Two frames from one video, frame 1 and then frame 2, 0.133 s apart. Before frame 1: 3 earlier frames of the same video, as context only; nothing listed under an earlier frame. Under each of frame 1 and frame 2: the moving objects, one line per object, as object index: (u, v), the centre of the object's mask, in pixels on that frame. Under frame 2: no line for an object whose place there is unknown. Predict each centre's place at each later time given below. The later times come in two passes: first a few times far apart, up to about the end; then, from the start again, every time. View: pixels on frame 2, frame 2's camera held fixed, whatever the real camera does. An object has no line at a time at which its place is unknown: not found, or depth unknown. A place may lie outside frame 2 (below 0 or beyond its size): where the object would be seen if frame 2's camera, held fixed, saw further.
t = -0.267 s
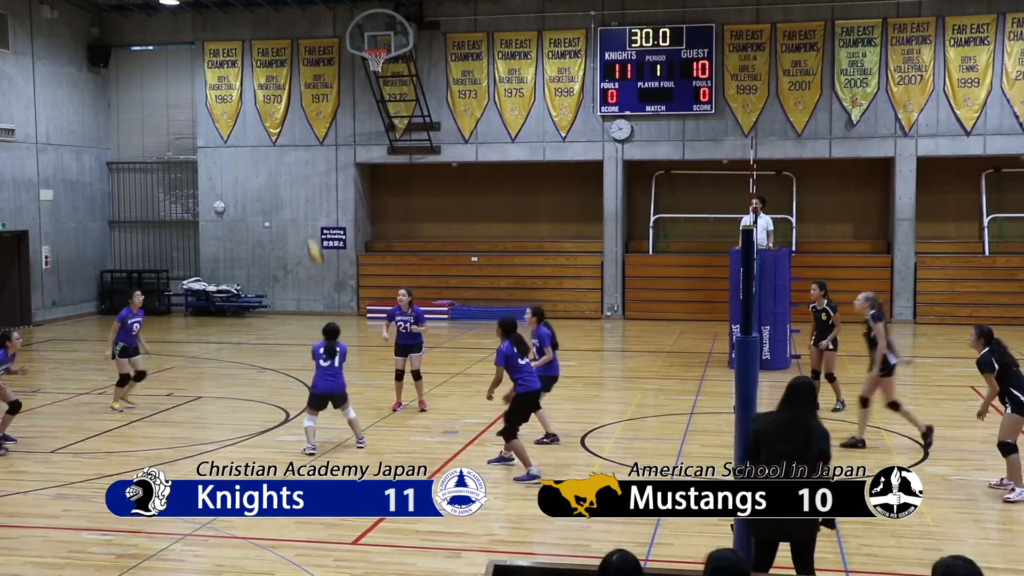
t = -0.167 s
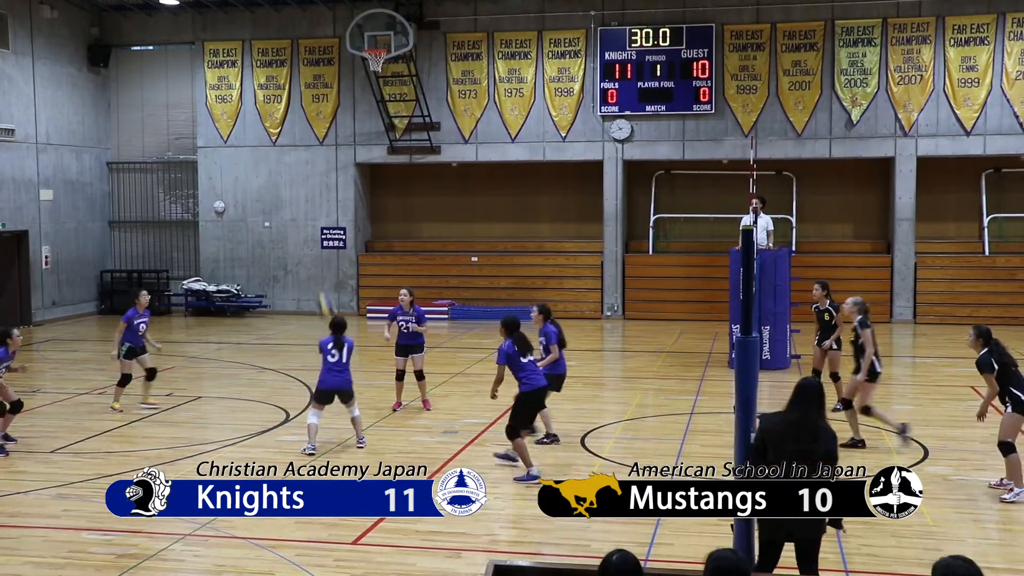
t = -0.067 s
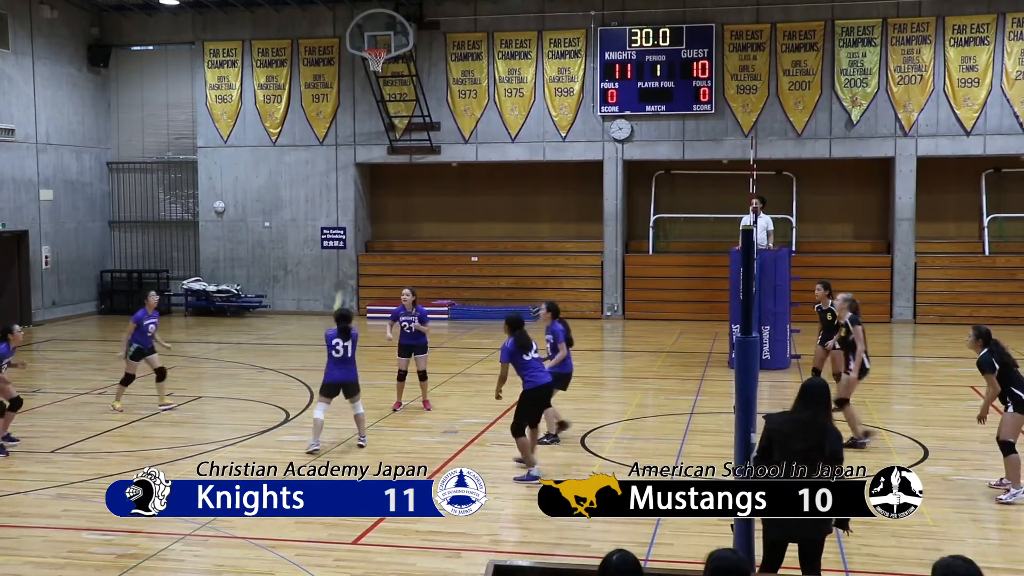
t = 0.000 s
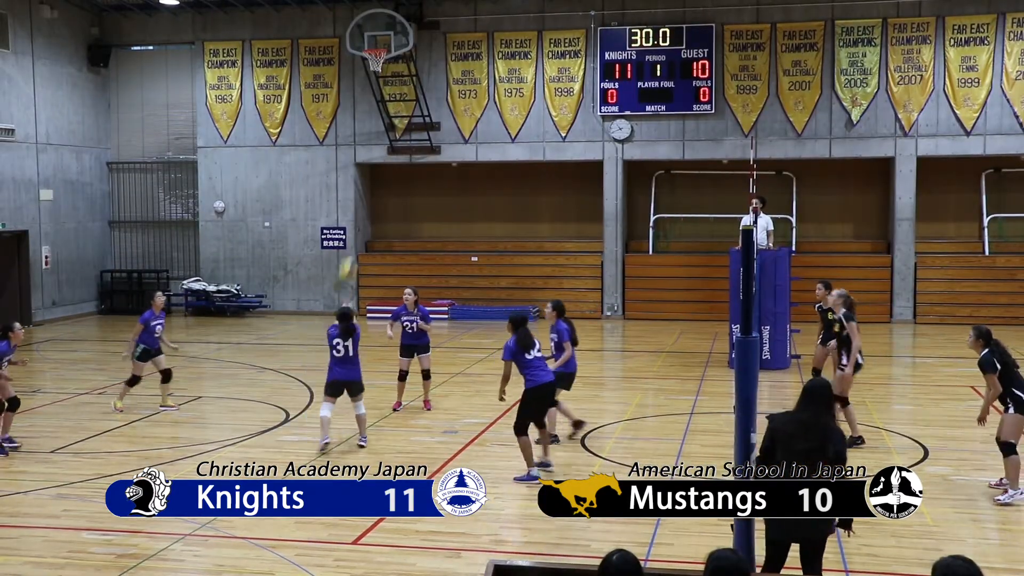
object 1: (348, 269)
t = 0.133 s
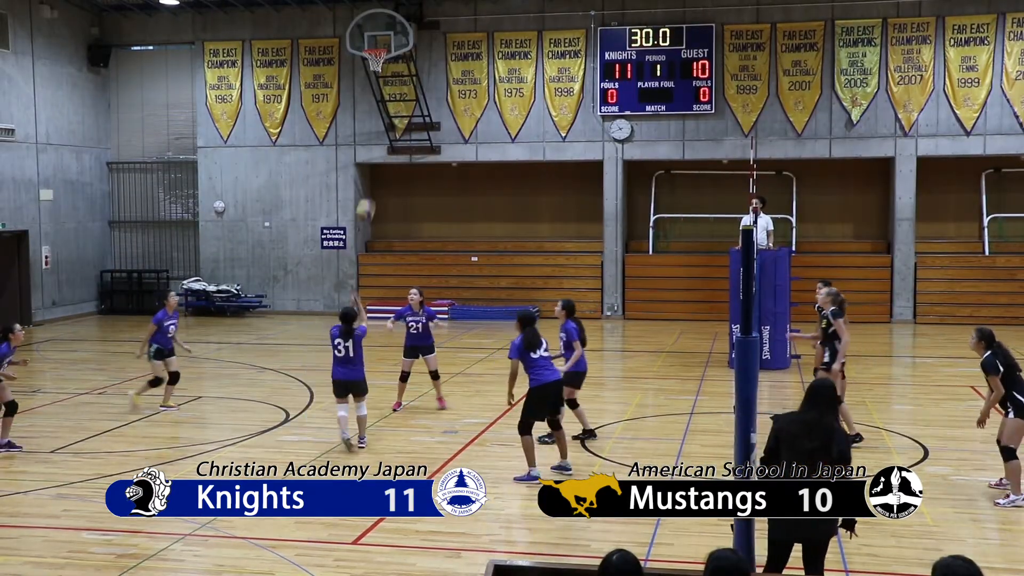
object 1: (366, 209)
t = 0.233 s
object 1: (378, 178)
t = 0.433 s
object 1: (401, 143)
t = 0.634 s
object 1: (426, 140)
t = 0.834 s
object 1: (448, 168)
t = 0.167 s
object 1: (370, 196)
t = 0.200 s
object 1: (374, 188)
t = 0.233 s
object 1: (378, 178)
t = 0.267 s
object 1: (382, 170)
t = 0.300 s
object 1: (386, 163)
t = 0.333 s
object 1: (391, 156)
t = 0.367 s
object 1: (394, 150)
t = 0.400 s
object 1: (397, 146)
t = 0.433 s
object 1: (401, 143)
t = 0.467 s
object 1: (406, 138)
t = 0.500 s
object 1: (410, 137)
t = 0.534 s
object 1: (413, 136)
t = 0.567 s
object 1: (418, 137)
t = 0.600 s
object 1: (422, 138)
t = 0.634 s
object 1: (426, 140)
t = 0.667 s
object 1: (430, 142)
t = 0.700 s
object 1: (434, 146)
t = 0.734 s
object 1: (436, 150)
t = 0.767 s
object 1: (440, 155)
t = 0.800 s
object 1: (444, 162)
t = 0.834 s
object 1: (448, 168)
